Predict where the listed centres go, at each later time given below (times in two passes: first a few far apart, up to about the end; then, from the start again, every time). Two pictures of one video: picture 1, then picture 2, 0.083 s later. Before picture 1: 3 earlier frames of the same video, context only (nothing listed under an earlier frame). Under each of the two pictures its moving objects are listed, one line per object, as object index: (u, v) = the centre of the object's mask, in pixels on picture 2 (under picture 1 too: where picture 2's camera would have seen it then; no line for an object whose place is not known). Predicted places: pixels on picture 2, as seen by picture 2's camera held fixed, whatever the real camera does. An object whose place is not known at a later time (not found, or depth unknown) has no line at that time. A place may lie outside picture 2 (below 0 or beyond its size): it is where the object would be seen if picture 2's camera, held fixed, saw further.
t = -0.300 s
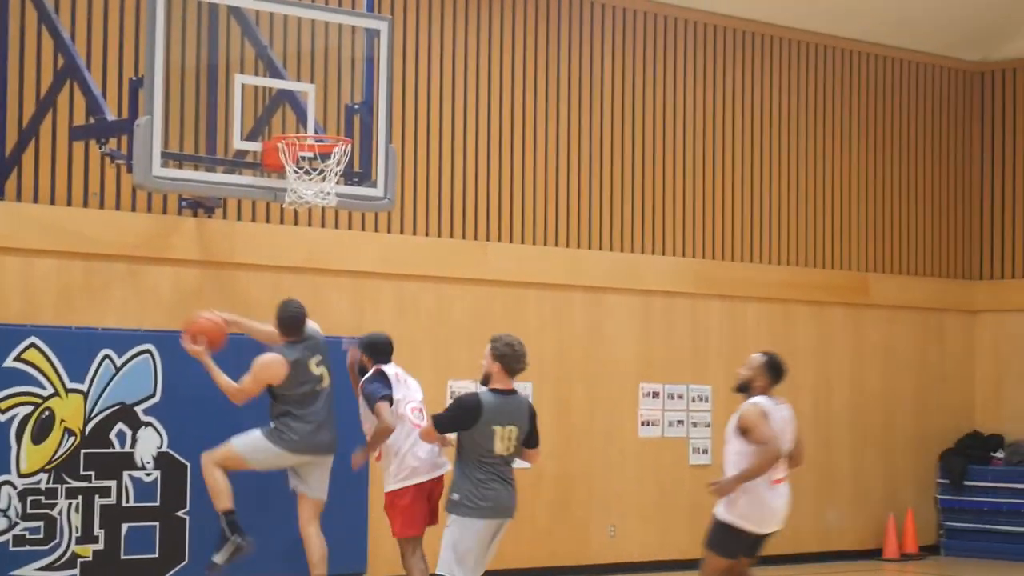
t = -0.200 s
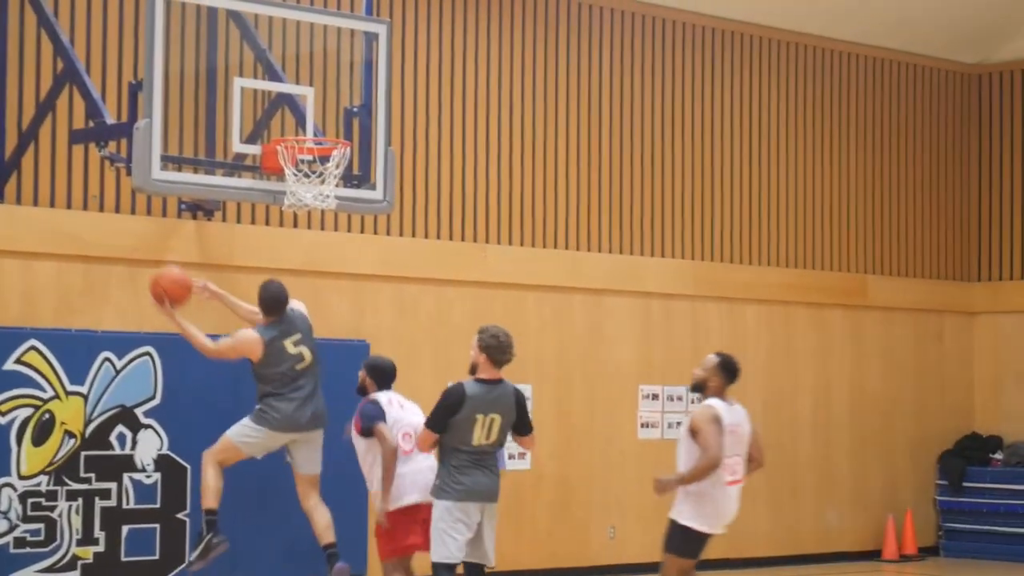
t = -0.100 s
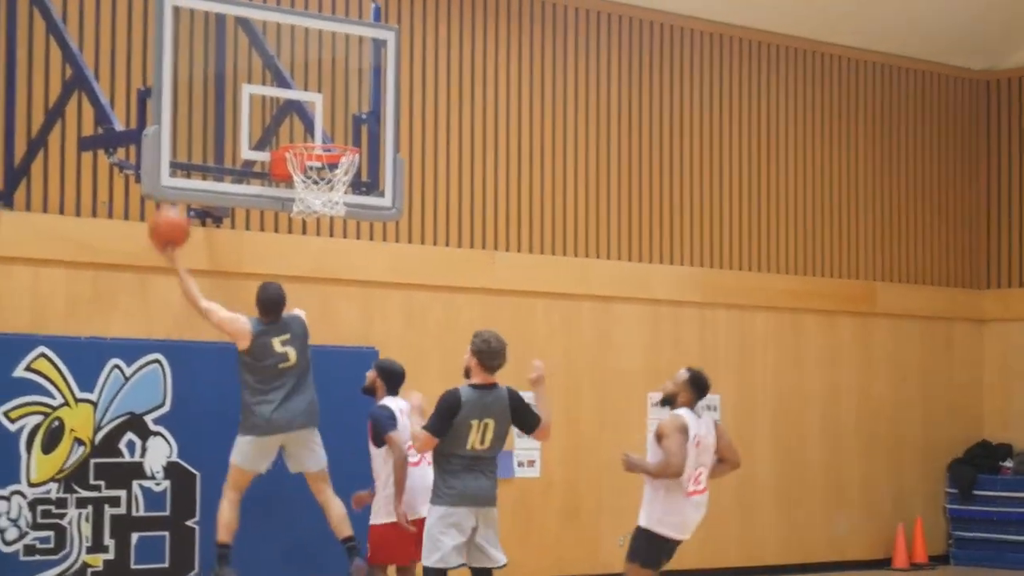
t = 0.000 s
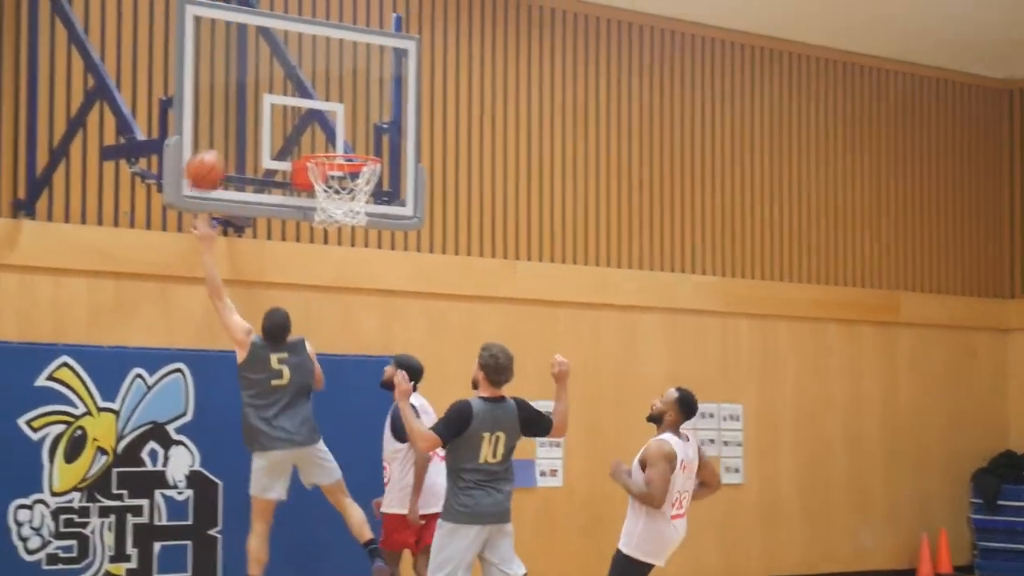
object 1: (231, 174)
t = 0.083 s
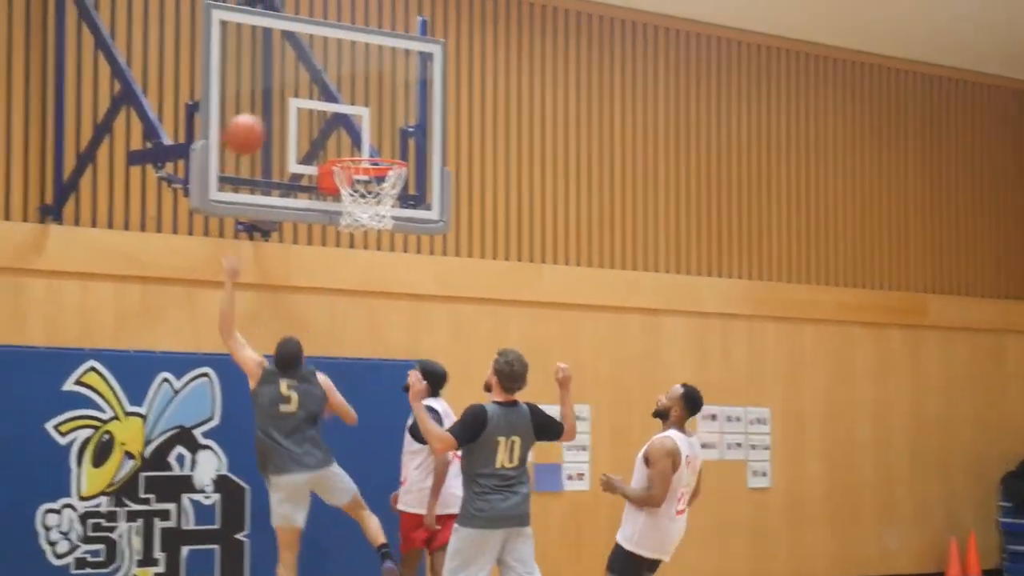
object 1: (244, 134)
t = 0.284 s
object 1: (271, 84)
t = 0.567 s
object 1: (337, 118)
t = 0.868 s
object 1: (384, 212)
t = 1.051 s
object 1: (382, 241)
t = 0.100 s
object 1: (246, 127)
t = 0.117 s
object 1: (249, 121)
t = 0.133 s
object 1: (251, 114)
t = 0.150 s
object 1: (254, 109)
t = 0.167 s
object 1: (256, 104)
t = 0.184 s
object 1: (258, 100)
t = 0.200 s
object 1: (260, 96)
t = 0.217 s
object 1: (263, 92)
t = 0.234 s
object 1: (266, 89)
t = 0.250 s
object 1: (267, 87)
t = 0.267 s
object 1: (268, 85)
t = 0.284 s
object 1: (271, 84)
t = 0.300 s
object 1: (275, 82)
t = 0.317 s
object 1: (279, 81)
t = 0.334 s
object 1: (283, 81)
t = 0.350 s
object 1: (287, 80)
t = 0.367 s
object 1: (292, 80)
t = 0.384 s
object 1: (295, 81)
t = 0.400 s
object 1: (300, 82)
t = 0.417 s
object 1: (303, 84)
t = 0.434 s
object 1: (307, 86)
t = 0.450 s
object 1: (311, 89)
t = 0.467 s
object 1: (315, 91)
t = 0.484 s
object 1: (319, 95)
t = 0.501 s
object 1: (322, 99)
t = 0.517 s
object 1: (326, 103)
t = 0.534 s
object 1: (330, 108)
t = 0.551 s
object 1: (333, 113)
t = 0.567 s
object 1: (337, 118)
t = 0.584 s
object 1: (341, 126)
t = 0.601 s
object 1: (344, 132)
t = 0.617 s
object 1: (348, 137)
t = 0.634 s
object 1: (352, 142)
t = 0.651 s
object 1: (357, 146)
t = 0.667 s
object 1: (359, 148)
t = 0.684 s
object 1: (362, 149)
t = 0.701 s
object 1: (365, 151)
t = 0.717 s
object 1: (368, 154)
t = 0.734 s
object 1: (368, 175)
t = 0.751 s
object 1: (371, 177)
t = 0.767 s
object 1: (374, 182)
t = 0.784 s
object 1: (377, 192)
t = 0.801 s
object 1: (379, 199)
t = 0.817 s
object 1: (381, 204)
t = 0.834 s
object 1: (382, 207)
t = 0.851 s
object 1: (383, 210)
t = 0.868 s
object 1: (384, 212)
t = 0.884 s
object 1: (384, 214)
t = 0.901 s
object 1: (384, 215)
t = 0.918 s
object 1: (384, 216)
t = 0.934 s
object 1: (384, 217)
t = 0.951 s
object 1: (383, 220)
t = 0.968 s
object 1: (383, 223)
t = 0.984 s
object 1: (383, 226)
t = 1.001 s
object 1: (383, 229)
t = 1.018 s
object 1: (382, 233)
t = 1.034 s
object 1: (382, 237)
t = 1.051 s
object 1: (382, 241)
